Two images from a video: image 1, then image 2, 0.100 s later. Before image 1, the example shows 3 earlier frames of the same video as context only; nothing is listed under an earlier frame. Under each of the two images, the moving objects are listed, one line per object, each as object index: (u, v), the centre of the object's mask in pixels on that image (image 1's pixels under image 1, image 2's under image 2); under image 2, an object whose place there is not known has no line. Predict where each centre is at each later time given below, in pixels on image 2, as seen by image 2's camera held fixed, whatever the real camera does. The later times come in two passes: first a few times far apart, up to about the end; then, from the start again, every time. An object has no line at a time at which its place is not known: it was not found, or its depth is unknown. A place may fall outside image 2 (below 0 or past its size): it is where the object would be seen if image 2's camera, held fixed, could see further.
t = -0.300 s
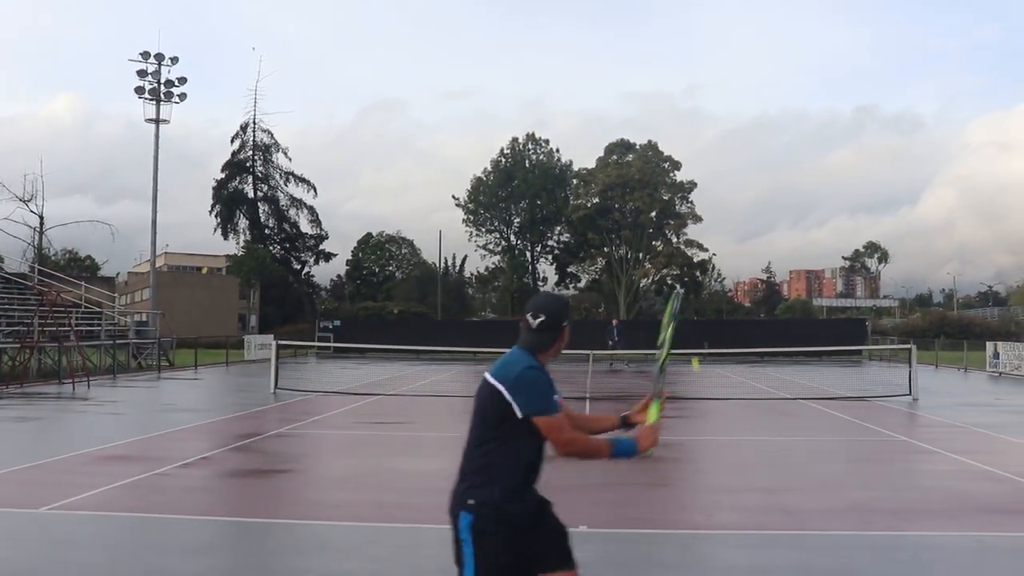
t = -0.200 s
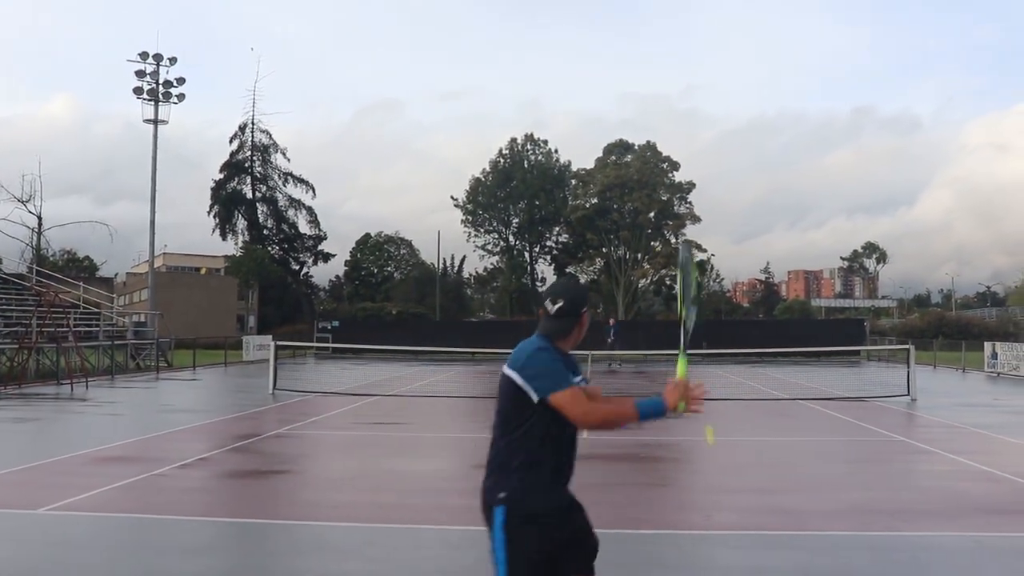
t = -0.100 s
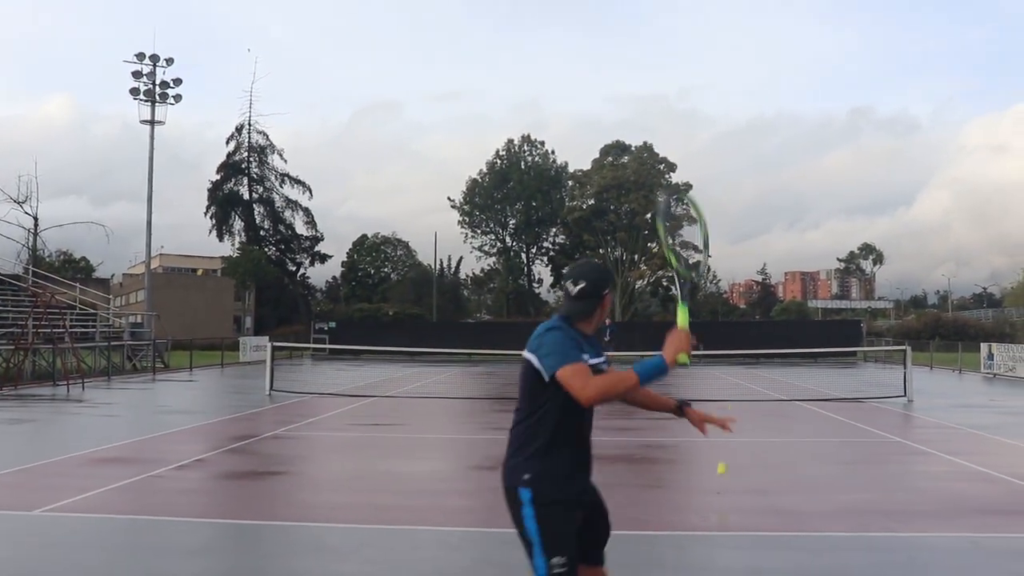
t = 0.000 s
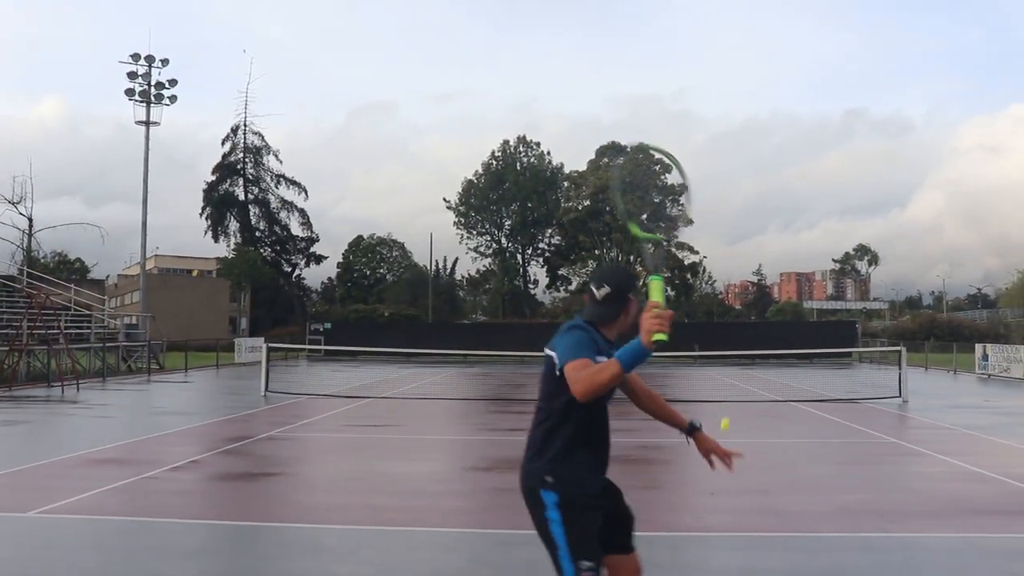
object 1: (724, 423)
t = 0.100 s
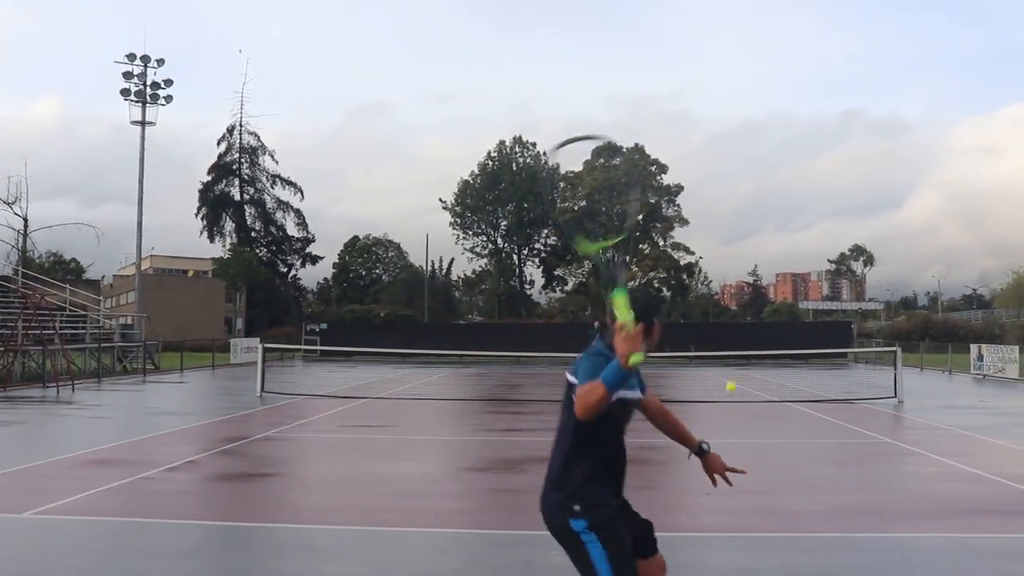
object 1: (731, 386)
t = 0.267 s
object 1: (751, 345)
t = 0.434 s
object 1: (779, 343)
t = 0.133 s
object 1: (735, 375)
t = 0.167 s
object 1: (739, 365)
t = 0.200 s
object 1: (742, 358)
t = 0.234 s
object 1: (747, 350)
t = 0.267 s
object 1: (751, 345)
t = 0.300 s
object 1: (756, 341)
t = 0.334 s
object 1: (762, 339)
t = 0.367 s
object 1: (767, 338)
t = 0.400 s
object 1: (772, 340)
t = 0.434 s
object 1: (779, 343)
